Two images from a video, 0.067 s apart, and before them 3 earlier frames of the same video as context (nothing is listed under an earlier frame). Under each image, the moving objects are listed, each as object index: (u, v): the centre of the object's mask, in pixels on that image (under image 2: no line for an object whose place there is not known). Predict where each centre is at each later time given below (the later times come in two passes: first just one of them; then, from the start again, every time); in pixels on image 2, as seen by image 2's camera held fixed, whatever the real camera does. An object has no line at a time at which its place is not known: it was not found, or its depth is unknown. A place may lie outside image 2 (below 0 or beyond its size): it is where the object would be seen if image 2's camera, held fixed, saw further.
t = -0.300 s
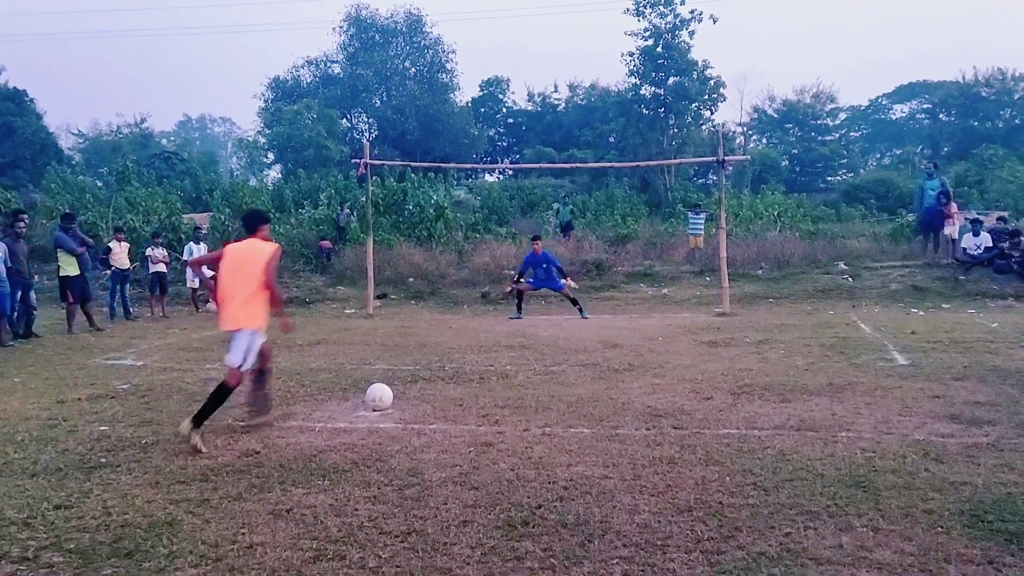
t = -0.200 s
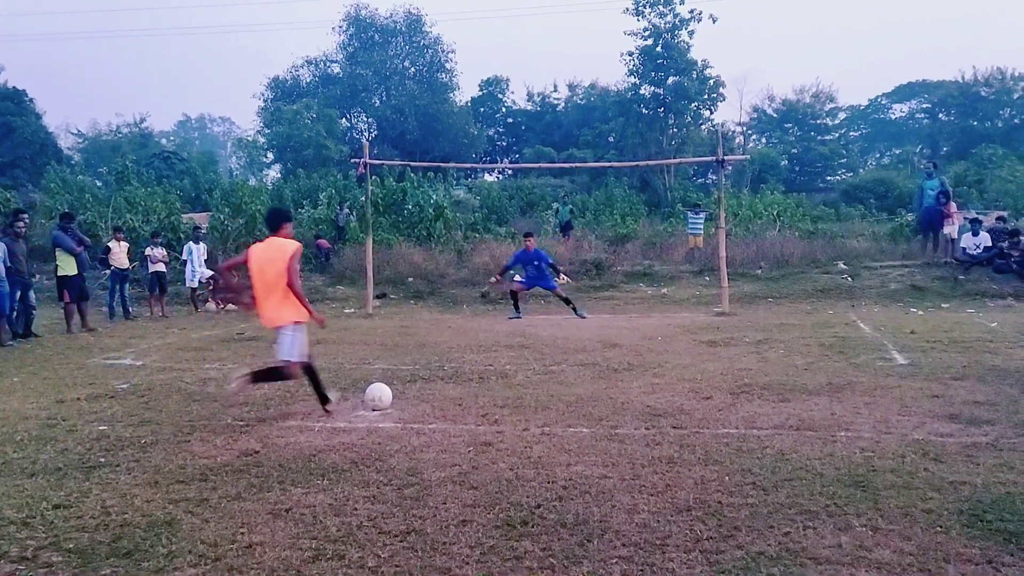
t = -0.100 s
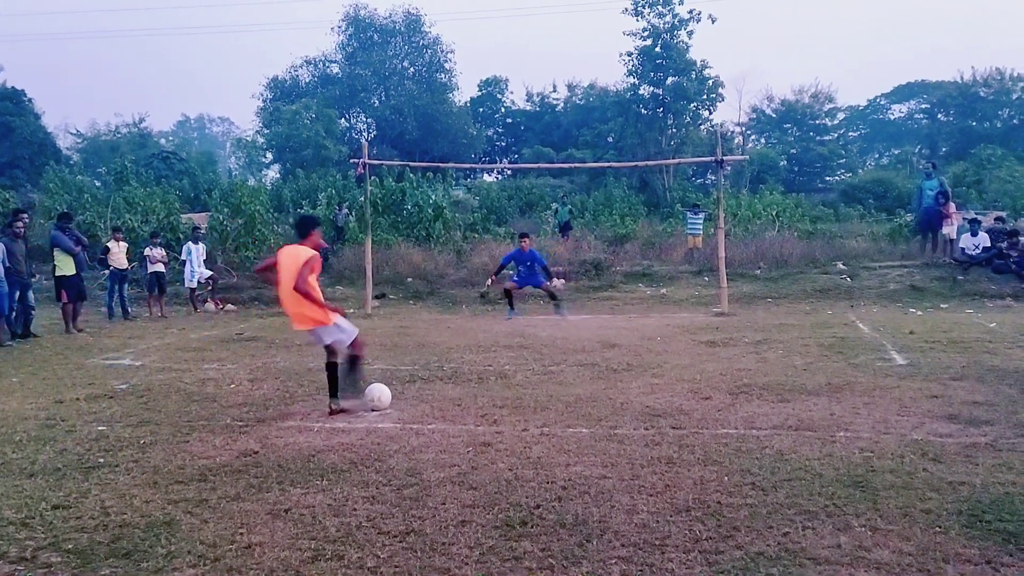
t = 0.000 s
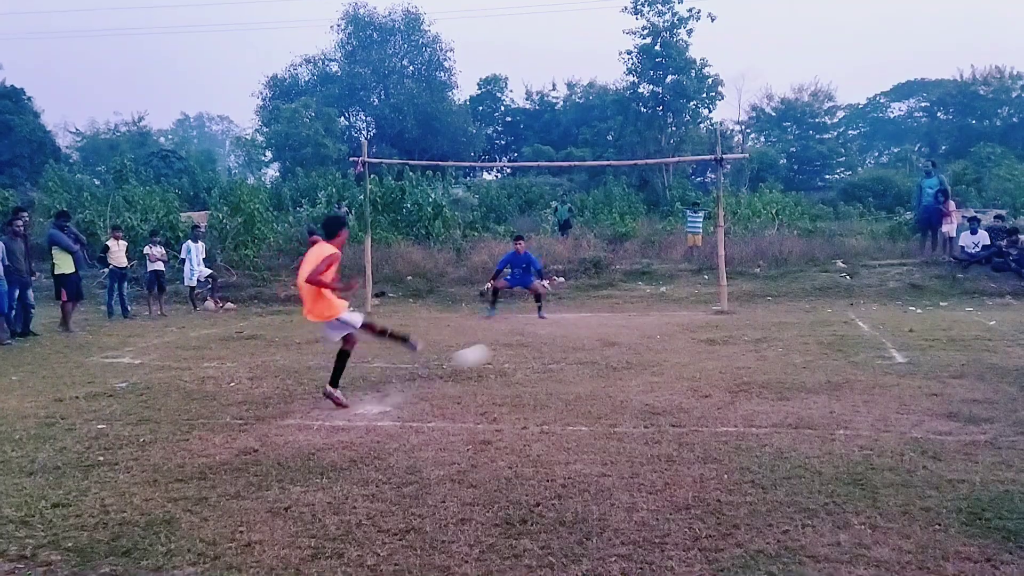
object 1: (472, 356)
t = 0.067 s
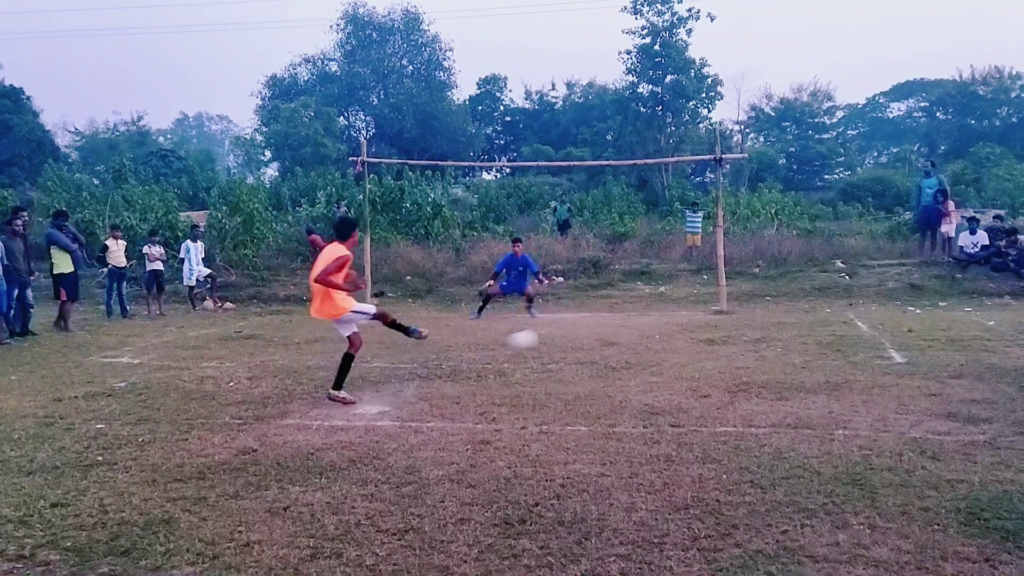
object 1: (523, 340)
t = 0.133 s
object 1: (561, 331)
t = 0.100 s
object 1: (543, 334)
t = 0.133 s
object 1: (561, 331)
